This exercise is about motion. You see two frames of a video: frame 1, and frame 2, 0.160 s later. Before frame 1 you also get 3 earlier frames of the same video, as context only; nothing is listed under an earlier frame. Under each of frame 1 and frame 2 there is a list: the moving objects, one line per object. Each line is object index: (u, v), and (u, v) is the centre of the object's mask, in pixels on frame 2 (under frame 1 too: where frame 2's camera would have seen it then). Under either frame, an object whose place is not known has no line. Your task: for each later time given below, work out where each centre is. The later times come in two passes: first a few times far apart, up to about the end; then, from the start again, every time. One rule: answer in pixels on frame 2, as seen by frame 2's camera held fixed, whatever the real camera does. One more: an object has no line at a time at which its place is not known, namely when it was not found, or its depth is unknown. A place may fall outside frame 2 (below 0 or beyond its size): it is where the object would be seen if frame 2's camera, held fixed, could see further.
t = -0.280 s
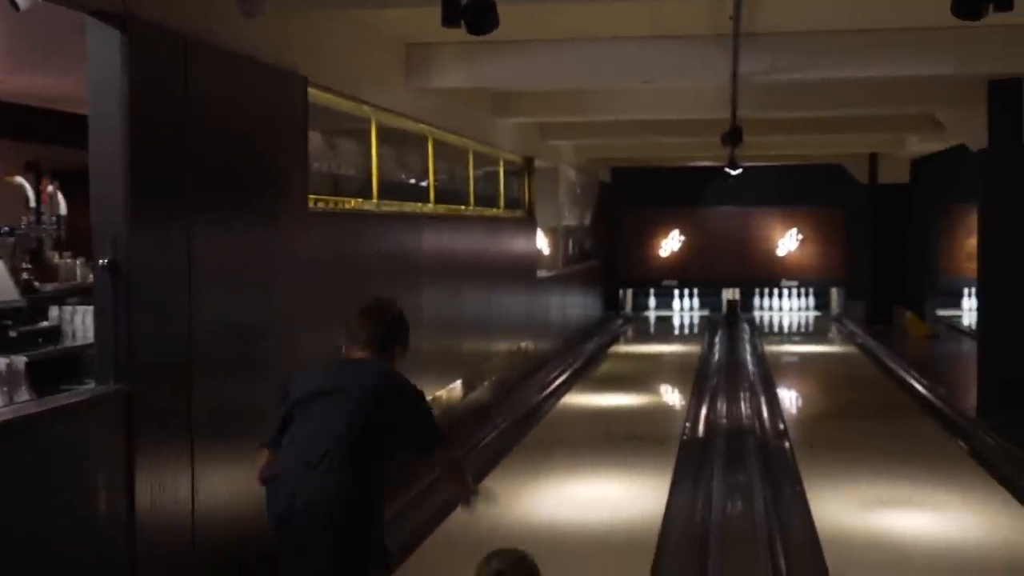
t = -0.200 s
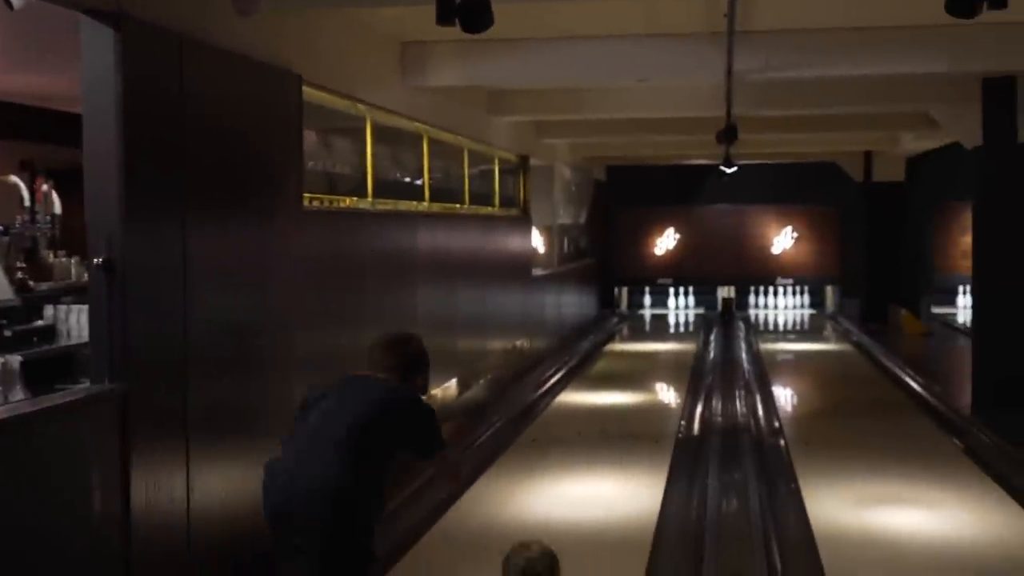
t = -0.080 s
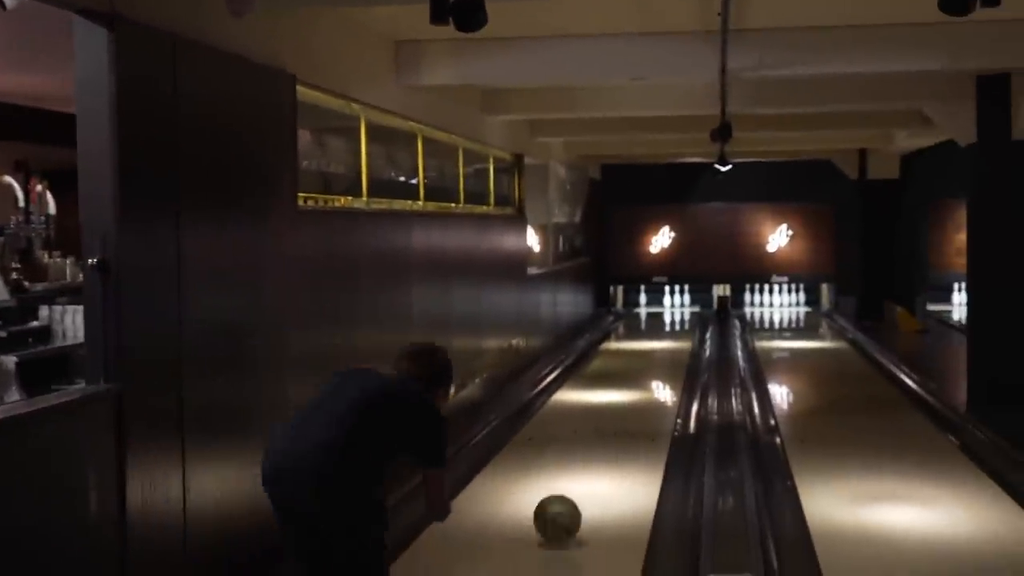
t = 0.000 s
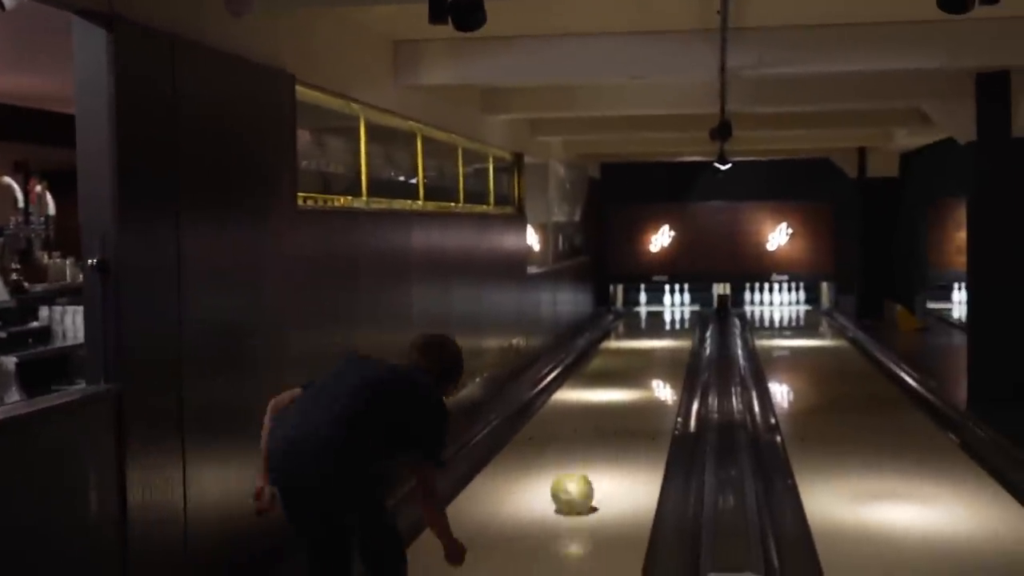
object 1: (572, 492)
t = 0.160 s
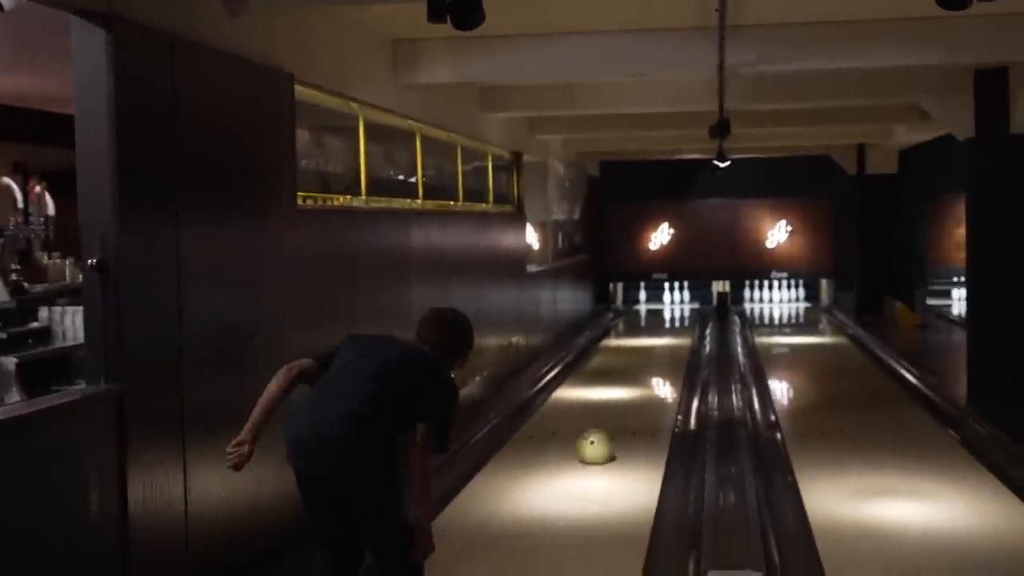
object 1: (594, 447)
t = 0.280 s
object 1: (606, 422)
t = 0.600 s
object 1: (626, 377)
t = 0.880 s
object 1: (639, 352)
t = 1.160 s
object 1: (648, 334)
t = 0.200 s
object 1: (598, 440)
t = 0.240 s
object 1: (601, 428)
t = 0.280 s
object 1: (606, 422)
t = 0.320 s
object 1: (609, 415)
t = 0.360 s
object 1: (612, 409)
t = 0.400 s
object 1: (615, 403)
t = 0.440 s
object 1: (617, 396)
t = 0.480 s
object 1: (620, 391)
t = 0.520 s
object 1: (622, 386)
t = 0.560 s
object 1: (625, 381)
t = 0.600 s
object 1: (626, 377)
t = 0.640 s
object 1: (629, 373)
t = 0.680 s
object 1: (630, 370)
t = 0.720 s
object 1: (632, 364)
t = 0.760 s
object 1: (635, 360)
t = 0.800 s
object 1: (636, 359)
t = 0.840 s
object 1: (637, 355)
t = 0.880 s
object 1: (639, 352)
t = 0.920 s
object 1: (640, 349)
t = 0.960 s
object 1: (641, 346)
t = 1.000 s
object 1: (643, 344)
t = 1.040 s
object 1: (644, 343)
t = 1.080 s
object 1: (645, 340)
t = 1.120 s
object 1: (646, 337)
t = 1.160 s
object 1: (648, 334)
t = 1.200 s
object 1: (649, 332)
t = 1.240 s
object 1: (650, 330)
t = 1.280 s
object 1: (652, 329)
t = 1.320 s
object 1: (652, 327)
